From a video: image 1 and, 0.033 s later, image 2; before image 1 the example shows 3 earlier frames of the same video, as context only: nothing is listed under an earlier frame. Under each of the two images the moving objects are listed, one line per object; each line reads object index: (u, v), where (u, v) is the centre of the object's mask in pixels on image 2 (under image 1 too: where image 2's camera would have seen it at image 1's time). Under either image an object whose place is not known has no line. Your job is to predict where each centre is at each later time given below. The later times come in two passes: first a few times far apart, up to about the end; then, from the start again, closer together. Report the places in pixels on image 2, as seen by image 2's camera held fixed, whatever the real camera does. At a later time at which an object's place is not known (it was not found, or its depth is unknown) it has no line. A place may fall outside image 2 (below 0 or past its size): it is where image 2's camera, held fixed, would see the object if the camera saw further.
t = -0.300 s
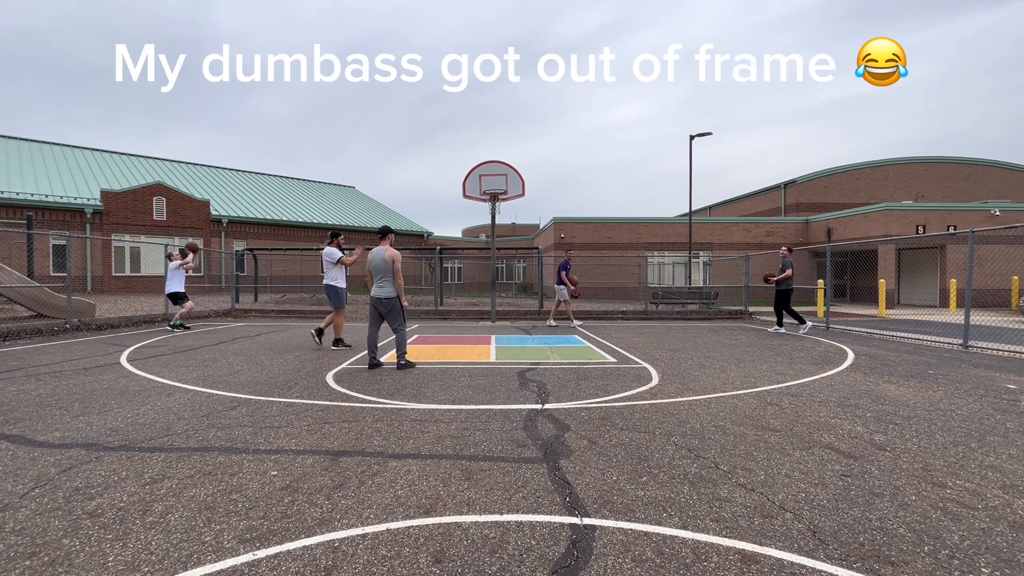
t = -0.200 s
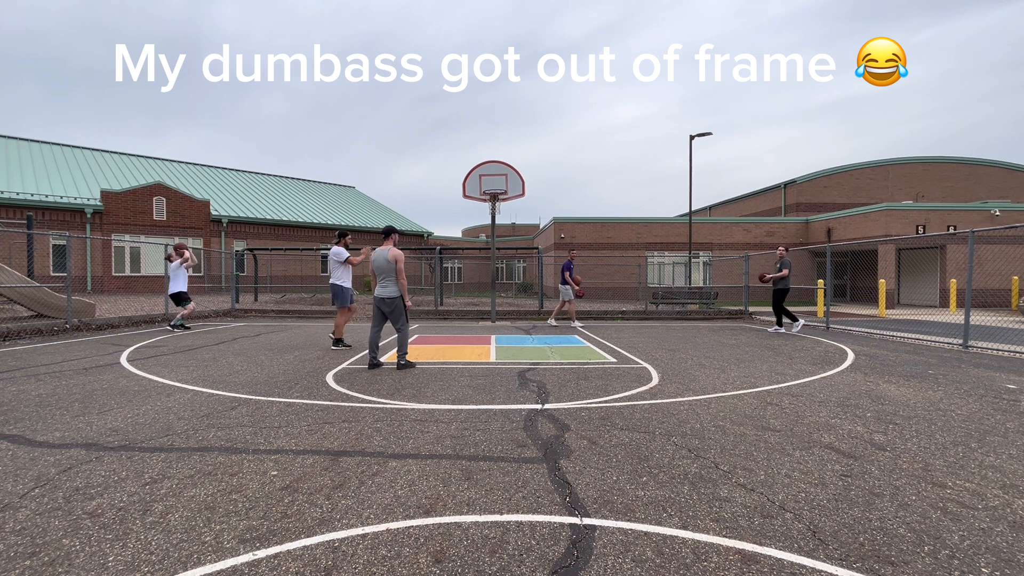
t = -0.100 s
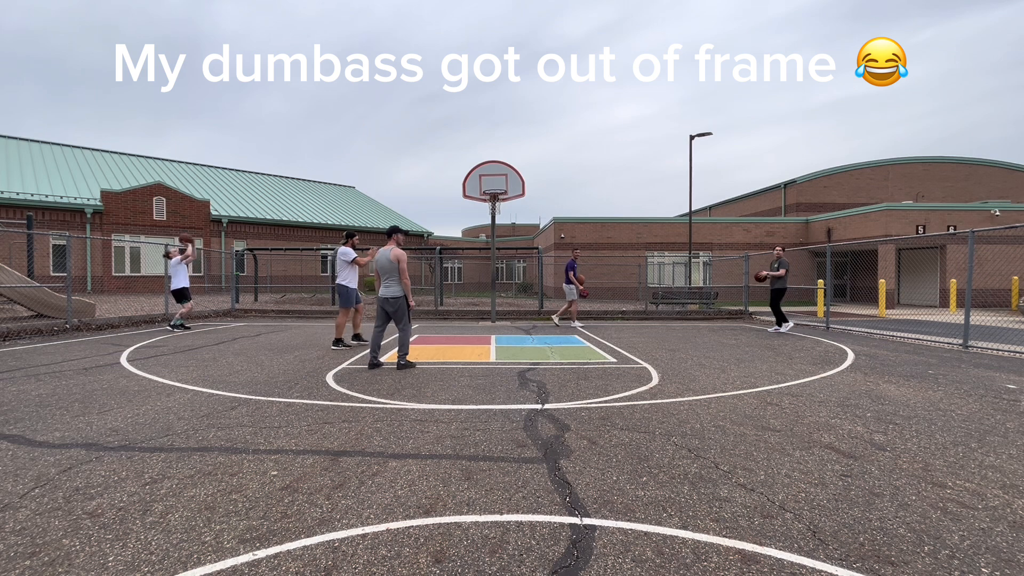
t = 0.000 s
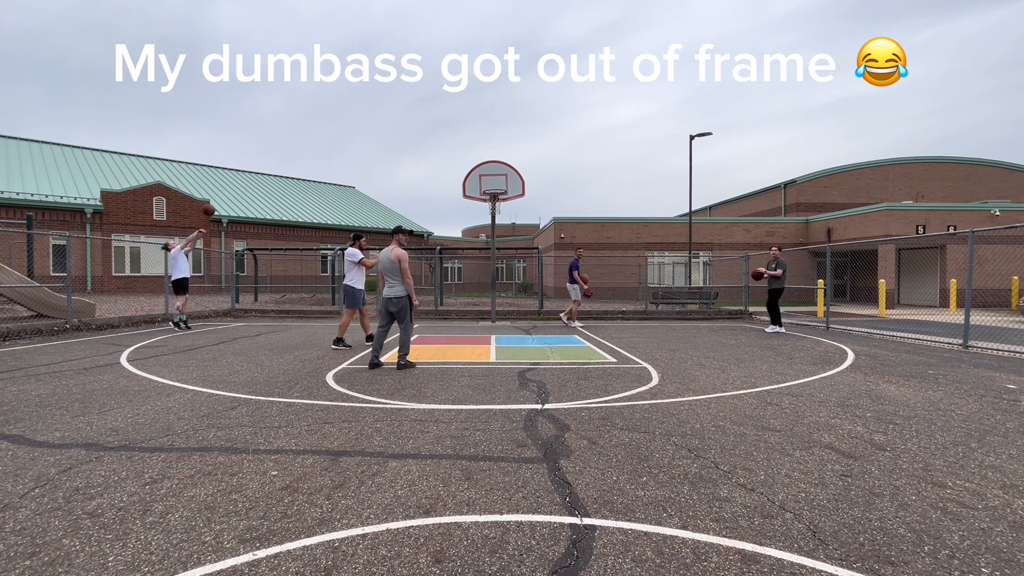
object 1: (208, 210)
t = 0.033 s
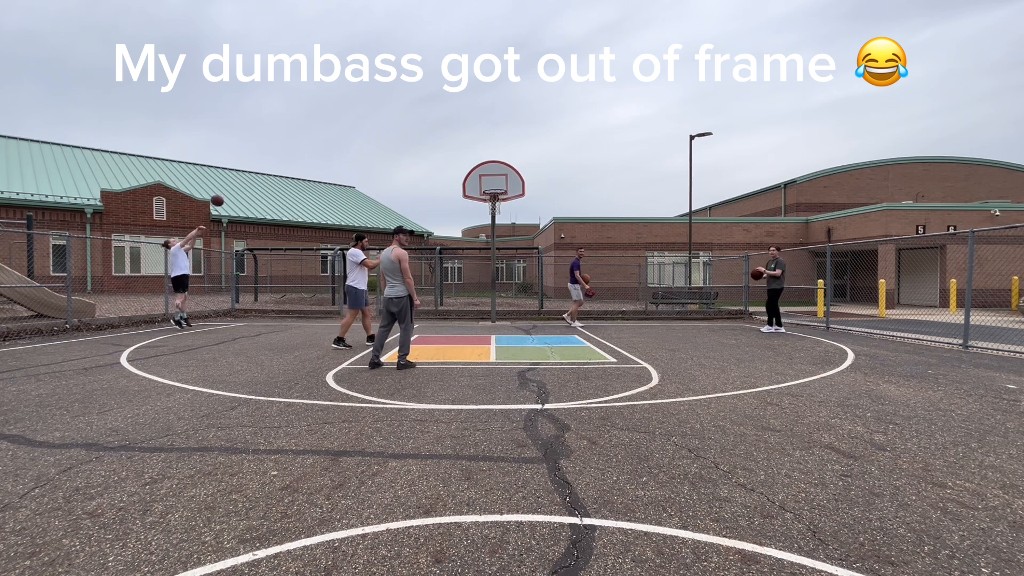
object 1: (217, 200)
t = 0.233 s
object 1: (270, 155)
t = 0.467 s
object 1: (330, 126)
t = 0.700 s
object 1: (390, 124)
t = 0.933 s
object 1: (450, 147)
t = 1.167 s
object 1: (497, 187)
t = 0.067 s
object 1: (225, 191)
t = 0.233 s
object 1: (270, 155)
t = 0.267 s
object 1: (278, 149)
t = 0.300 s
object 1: (287, 144)
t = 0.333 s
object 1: (296, 139)
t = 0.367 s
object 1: (304, 135)
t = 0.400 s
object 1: (313, 132)
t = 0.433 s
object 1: (322, 129)
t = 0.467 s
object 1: (330, 126)
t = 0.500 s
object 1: (339, 124)
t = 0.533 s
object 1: (348, 123)
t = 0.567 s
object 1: (356, 122)
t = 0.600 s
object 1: (365, 122)
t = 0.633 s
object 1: (373, 122)
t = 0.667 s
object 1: (382, 123)
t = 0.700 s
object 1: (390, 124)
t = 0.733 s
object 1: (399, 126)
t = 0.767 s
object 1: (407, 128)
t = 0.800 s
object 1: (416, 131)
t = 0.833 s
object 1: (425, 134)
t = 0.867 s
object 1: (433, 138)
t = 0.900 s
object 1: (441, 142)
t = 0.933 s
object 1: (450, 147)
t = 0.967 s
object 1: (458, 152)
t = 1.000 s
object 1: (466, 158)
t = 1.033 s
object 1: (475, 164)
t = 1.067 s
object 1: (483, 171)
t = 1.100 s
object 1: (491, 178)
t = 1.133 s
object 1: (500, 186)
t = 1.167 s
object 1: (497, 187)
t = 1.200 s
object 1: (491, 188)
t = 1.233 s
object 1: (489, 186)
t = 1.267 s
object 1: (490, 182)
